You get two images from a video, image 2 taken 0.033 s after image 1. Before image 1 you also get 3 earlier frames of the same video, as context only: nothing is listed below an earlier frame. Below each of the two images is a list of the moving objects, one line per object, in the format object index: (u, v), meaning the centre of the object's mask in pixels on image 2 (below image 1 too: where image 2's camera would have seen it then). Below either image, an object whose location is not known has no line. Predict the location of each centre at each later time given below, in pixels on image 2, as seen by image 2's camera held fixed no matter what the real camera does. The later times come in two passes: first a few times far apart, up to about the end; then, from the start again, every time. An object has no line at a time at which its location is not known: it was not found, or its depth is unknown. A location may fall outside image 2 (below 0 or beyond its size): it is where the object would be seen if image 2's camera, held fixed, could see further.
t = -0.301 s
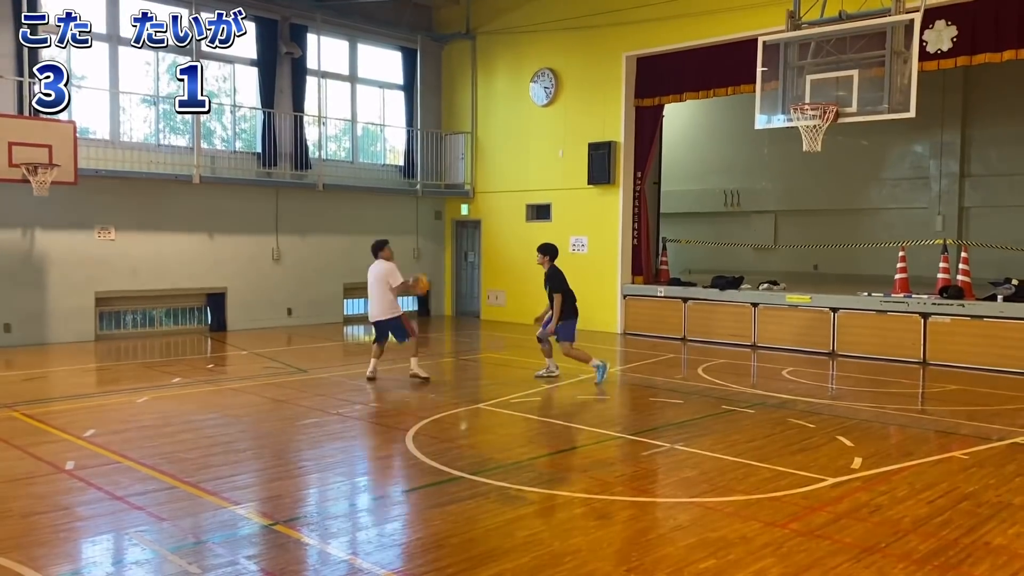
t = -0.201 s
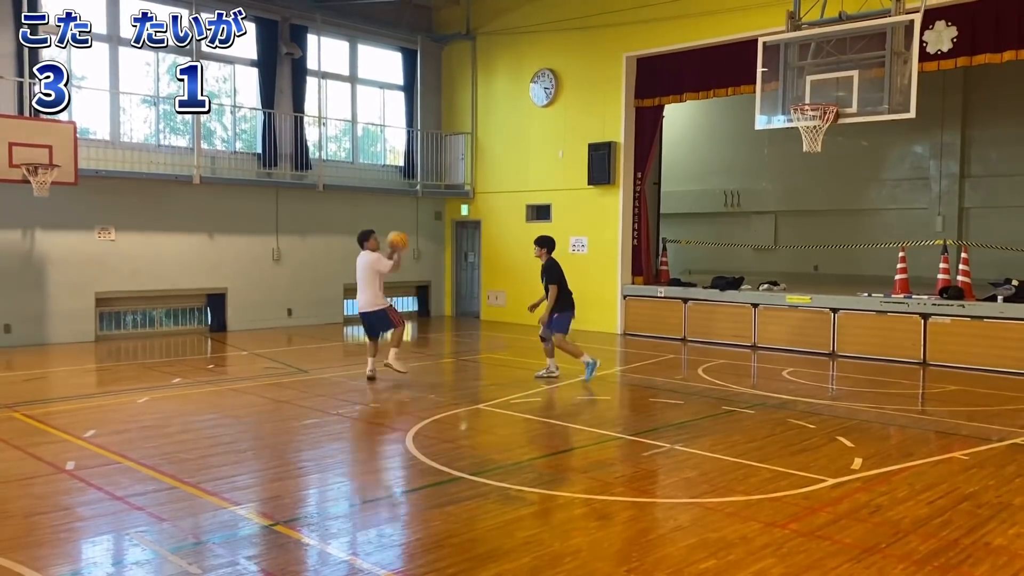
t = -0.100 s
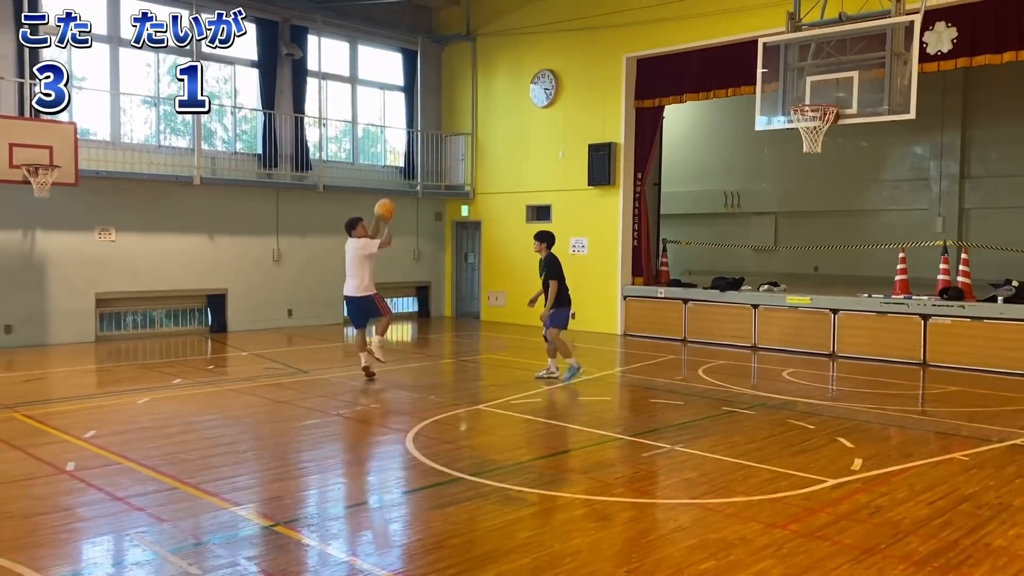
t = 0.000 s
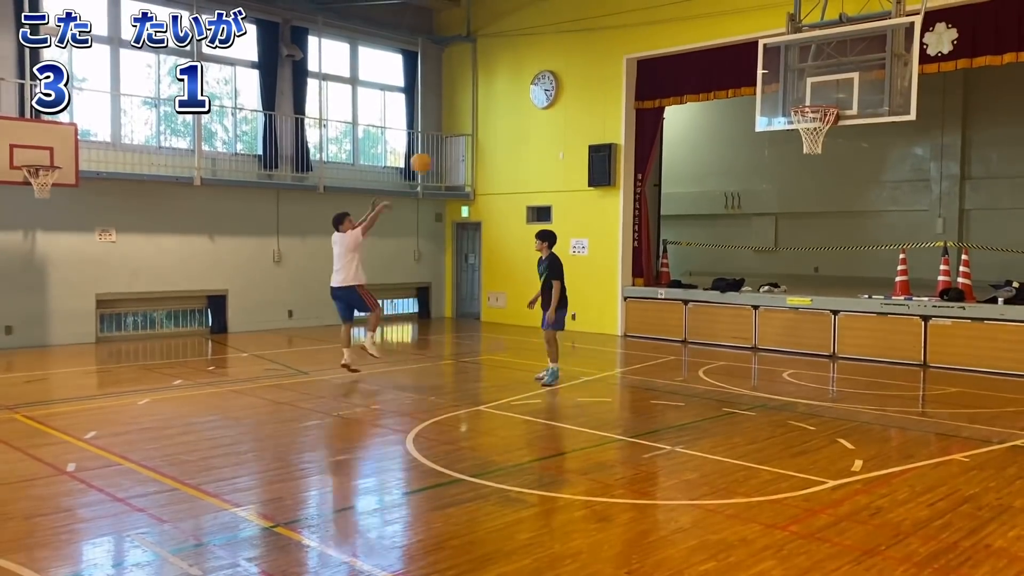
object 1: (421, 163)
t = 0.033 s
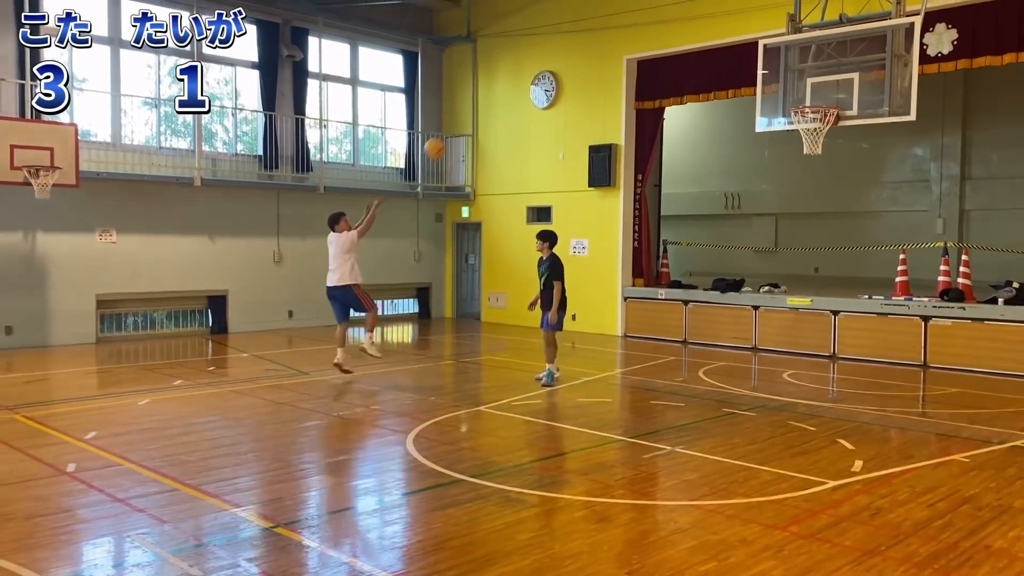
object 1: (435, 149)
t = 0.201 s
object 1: (503, 90)
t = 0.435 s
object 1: (599, 48)
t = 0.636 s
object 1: (681, 48)
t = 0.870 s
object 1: (776, 94)
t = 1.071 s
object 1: (766, 96)
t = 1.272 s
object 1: (720, 105)
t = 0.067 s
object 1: (449, 135)
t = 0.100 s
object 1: (462, 122)
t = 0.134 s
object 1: (475, 111)
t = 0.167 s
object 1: (489, 100)
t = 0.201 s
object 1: (503, 90)
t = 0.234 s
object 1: (517, 82)
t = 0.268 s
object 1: (531, 74)
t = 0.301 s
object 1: (544, 66)
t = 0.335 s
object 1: (557, 61)
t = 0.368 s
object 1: (571, 55)
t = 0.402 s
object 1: (585, 51)
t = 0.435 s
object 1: (599, 48)
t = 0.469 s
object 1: (612, 45)
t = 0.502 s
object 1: (626, 44)
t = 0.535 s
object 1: (640, 44)
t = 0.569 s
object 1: (653, 44)
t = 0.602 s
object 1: (667, 46)
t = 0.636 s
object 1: (681, 48)
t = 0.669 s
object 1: (695, 53)
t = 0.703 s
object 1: (708, 57)
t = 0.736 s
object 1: (722, 62)
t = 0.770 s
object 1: (736, 69)
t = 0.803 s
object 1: (748, 76)
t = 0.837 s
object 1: (763, 85)
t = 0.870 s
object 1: (776, 94)
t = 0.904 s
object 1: (788, 104)
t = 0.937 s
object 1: (786, 104)
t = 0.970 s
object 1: (781, 101)
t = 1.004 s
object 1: (777, 99)
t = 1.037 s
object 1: (772, 98)
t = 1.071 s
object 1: (766, 96)
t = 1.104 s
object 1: (758, 95)
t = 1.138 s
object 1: (750, 94)
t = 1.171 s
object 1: (742, 95)
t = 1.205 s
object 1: (735, 97)
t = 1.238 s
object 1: (728, 101)
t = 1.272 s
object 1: (720, 105)
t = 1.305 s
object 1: (714, 109)
